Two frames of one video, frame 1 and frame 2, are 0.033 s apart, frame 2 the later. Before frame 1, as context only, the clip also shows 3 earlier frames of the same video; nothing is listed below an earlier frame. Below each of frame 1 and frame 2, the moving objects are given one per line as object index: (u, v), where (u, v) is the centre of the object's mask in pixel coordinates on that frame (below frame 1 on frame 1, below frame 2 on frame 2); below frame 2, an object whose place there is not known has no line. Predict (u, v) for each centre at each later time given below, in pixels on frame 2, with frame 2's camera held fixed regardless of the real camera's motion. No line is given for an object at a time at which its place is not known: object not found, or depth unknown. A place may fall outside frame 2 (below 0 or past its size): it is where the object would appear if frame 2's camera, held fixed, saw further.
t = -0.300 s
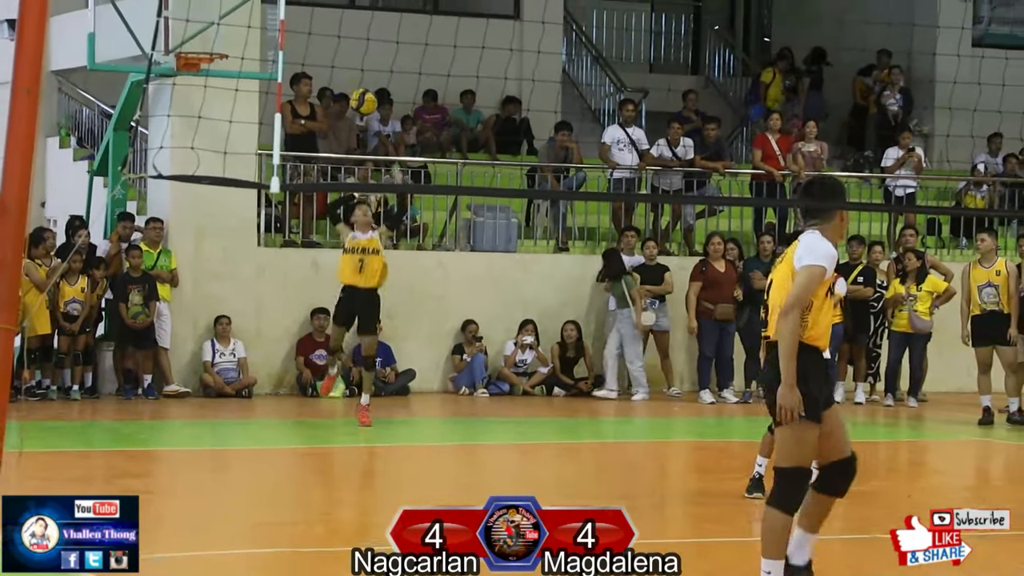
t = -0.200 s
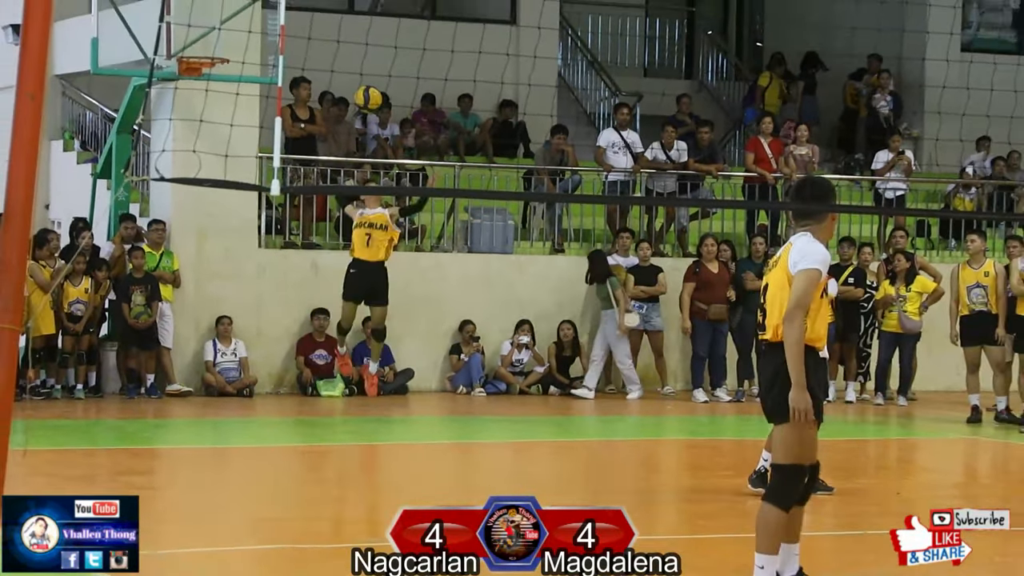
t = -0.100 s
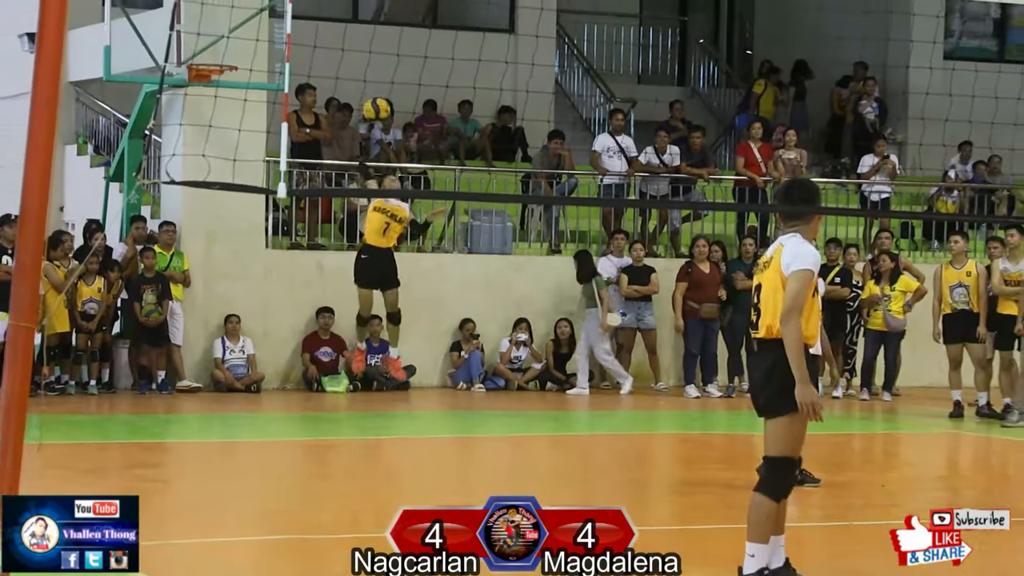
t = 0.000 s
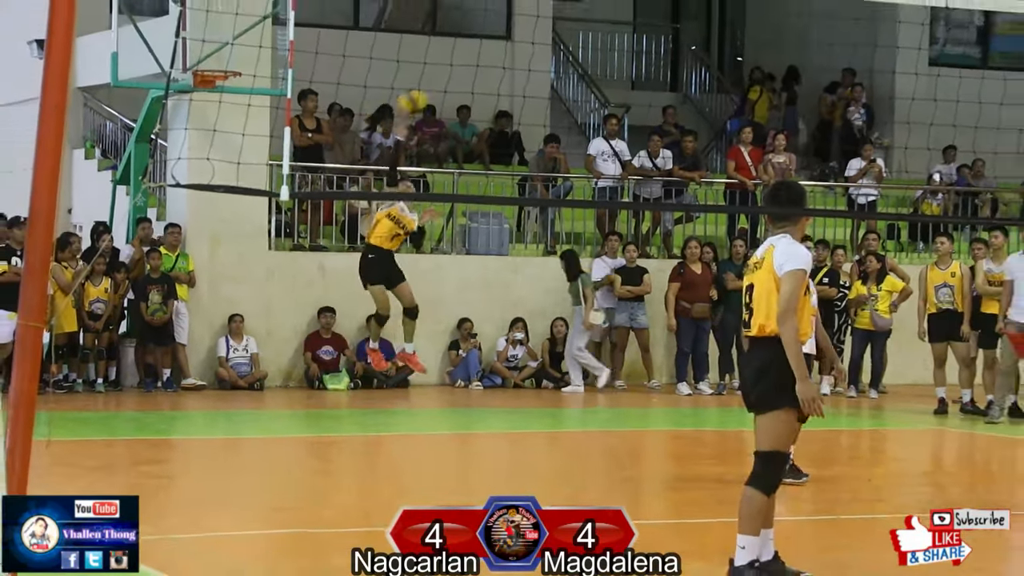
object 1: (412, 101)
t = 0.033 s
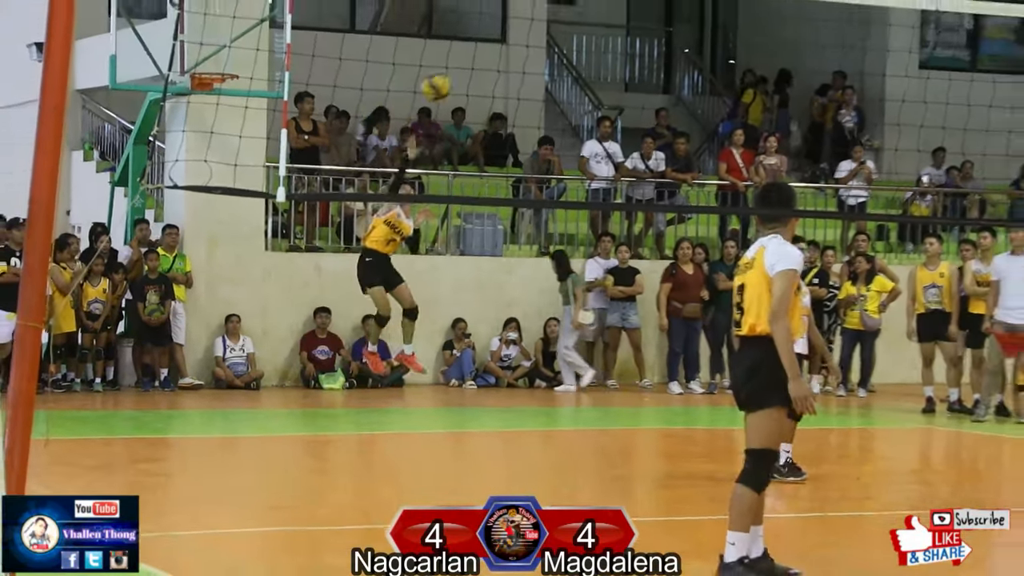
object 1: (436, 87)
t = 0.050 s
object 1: (448, 79)
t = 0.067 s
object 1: (461, 72)
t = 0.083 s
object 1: (474, 65)
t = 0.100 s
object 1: (487, 59)
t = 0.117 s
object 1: (501, 53)
